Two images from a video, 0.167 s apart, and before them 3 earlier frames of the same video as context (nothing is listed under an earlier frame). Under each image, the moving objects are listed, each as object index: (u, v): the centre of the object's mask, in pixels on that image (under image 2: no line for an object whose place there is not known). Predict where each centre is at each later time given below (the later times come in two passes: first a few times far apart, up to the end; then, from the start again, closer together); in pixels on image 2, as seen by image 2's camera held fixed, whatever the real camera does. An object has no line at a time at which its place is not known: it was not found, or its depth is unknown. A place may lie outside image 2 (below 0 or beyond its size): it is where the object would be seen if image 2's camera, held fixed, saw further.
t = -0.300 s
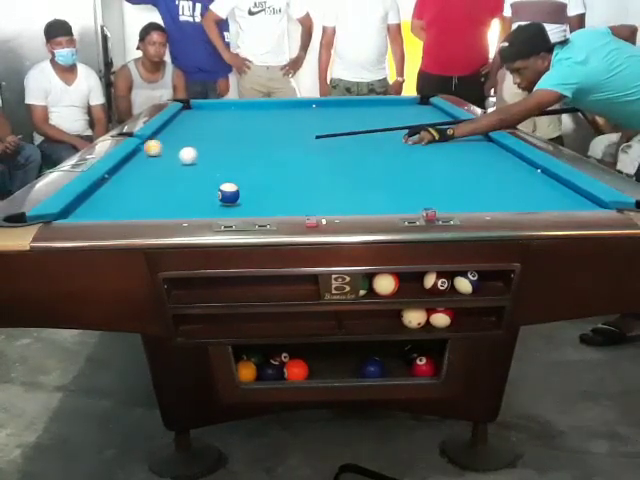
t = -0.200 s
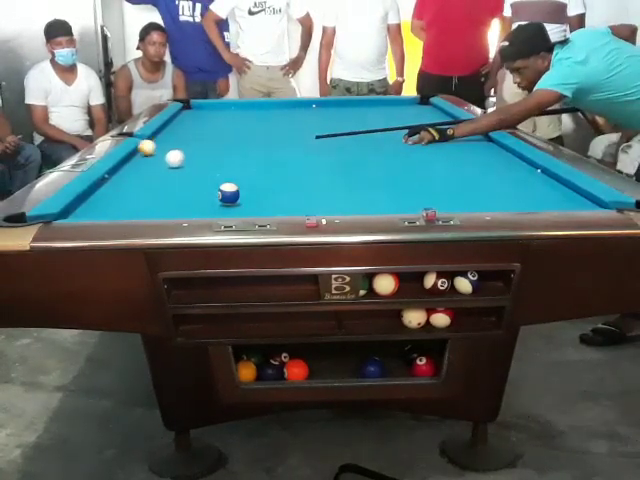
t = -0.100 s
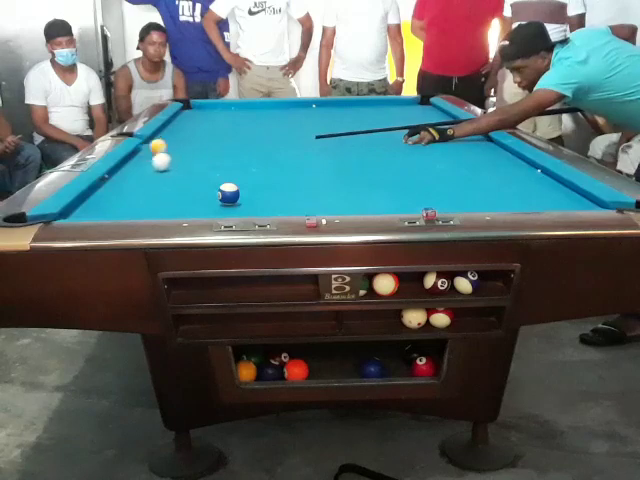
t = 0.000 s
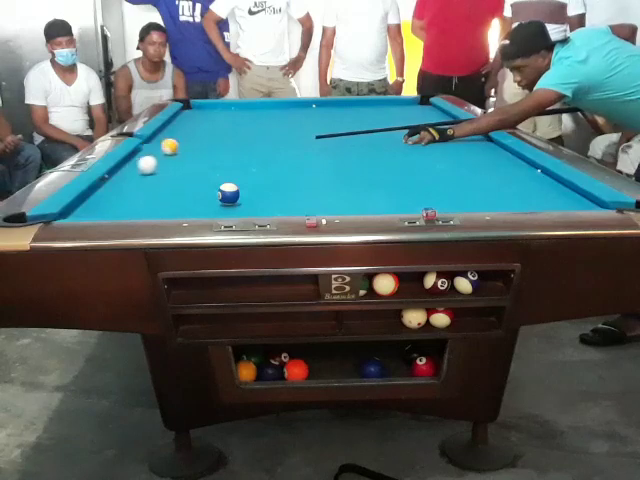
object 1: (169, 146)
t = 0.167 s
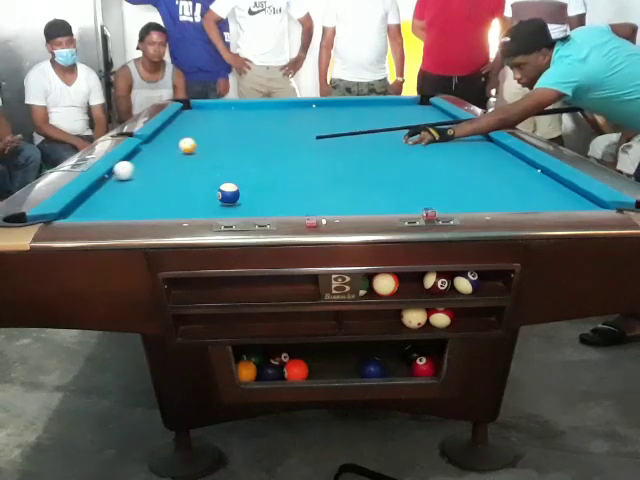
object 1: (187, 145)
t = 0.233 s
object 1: (194, 145)
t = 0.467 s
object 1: (217, 144)
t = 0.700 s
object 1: (239, 144)
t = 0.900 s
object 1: (256, 143)
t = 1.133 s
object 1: (274, 142)
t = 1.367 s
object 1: (291, 141)
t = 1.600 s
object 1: (306, 140)
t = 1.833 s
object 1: (320, 140)
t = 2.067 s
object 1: (332, 139)
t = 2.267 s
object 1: (342, 139)
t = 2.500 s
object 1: (352, 138)
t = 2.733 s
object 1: (360, 137)
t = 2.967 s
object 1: (366, 137)
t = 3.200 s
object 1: (372, 137)
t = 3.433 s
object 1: (376, 137)
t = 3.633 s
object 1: (378, 136)
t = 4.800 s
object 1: (378, 136)
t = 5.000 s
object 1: (378, 135)
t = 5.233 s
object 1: (378, 135)
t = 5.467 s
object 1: (378, 136)
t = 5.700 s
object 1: (378, 136)
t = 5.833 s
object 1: (378, 136)
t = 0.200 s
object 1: (191, 145)
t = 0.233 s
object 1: (194, 145)
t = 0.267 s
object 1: (198, 145)
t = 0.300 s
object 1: (201, 145)
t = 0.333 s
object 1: (204, 145)
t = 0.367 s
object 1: (208, 145)
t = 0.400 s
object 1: (211, 145)
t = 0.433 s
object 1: (214, 144)
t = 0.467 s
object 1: (217, 144)
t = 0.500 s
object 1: (221, 144)
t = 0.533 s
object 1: (223, 144)
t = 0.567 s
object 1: (226, 144)
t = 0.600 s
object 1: (229, 144)
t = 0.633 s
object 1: (233, 144)
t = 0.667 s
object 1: (236, 144)
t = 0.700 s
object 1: (239, 144)
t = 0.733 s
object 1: (242, 143)
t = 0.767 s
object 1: (245, 143)
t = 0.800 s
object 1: (247, 143)
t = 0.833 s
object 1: (251, 143)
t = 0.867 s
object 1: (253, 143)
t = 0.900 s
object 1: (256, 143)
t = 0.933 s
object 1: (259, 143)
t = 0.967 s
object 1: (261, 143)
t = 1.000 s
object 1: (264, 143)
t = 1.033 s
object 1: (266, 142)
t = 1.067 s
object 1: (269, 142)
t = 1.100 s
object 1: (272, 142)
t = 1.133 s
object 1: (274, 142)
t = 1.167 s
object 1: (277, 142)
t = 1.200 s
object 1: (279, 142)
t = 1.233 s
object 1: (281, 142)
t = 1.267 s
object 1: (284, 142)
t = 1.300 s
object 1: (286, 141)
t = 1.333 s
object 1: (289, 141)
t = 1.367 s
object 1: (291, 141)
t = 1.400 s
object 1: (293, 141)
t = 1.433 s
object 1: (296, 141)
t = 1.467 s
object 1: (298, 141)
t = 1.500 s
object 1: (300, 141)
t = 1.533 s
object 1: (302, 141)
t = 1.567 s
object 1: (304, 141)
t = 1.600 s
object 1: (306, 140)
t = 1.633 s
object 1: (308, 140)
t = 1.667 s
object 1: (310, 140)
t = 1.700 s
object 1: (312, 140)
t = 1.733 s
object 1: (314, 140)
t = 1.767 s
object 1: (316, 140)
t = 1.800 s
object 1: (319, 140)
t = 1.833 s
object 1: (320, 140)
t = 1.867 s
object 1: (322, 140)
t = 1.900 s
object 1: (324, 140)
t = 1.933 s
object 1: (326, 139)
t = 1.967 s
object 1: (327, 140)
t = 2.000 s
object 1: (329, 139)
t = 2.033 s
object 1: (331, 139)
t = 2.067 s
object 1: (332, 139)
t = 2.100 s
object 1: (334, 139)
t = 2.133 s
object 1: (336, 139)
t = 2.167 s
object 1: (338, 139)
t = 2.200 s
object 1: (339, 139)
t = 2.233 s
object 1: (341, 139)
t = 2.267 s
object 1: (342, 139)
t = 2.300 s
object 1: (344, 138)
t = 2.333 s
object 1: (345, 138)
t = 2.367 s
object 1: (347, 138)
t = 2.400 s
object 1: (348, 138)
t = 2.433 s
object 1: (349, 138)
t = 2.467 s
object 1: (350, 138)
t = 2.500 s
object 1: (352, 138)
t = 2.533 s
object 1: (353, 138)
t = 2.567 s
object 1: (354, 138)
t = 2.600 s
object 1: (355, 138)
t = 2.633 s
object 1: (356, 138)
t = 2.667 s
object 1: (357, 138)
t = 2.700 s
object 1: (358, 137)
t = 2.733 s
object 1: (360, 137)
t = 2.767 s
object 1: (361, 137)
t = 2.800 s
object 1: (361, 137)
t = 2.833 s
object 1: (362, 137)
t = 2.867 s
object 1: (364, 137)
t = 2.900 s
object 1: (364, 137)
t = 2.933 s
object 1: (366, 137)
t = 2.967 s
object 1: (366, 137)
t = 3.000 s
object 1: (367, 137)
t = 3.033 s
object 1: (368, 137)
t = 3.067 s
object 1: (368, 137)
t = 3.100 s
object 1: (369, 137)
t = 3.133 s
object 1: (370, 137)
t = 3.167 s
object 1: (371, 137)
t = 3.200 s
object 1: (372, 137)
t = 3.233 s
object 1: (372, 137)
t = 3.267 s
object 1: (373, 137)
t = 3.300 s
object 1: (373, 137)
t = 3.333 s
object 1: (374, 137)
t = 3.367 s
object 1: (374, 137)
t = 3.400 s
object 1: (375, 136)
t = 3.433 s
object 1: (376, 137)
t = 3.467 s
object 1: (376, 136)
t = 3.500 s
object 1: (376, 136)
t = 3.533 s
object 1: (377, 136)
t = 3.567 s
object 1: (377, 136)
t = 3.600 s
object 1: (378, 136)
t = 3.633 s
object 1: (378, 136)
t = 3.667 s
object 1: (377, 136)
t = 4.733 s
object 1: (378, 135)
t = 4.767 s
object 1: (378, 135)
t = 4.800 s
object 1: (378, 136)
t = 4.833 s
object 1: (378, 136)
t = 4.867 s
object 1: (378, 136)
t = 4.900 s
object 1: (378, 136)
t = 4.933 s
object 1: (378, 135)
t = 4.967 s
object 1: (378, 136)
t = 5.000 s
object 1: (378, 135)
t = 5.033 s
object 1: (378, 136)
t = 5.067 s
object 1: (378, 136)
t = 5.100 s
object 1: (378, 136)
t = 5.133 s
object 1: (378, 136)
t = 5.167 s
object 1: (378, 136)
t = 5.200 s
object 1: (378, 135)
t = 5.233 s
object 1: (378, 135)
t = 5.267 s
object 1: (378, 135)
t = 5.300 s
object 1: (378, 136)
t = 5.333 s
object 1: (378, 136)
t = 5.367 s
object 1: (378, 136)
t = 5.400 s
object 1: (378, 136)
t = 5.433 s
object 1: (378, 136)
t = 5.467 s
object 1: (378, 136)
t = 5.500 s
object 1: (378, 136)
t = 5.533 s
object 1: (378, 136)
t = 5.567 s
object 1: (378, 136)
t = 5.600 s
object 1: (378, 136)
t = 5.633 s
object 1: (378, 136)
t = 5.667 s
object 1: (378, 136)
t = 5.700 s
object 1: (378, 136)
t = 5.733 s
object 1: (379, 136)
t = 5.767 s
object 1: (379, 136)
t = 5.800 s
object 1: (379, 136)
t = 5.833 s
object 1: (378, 136)
